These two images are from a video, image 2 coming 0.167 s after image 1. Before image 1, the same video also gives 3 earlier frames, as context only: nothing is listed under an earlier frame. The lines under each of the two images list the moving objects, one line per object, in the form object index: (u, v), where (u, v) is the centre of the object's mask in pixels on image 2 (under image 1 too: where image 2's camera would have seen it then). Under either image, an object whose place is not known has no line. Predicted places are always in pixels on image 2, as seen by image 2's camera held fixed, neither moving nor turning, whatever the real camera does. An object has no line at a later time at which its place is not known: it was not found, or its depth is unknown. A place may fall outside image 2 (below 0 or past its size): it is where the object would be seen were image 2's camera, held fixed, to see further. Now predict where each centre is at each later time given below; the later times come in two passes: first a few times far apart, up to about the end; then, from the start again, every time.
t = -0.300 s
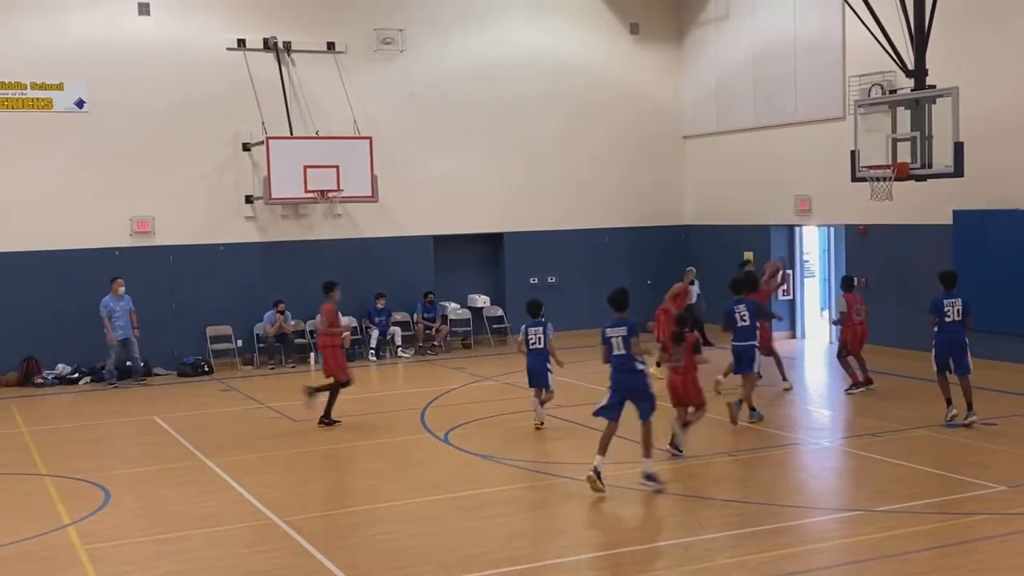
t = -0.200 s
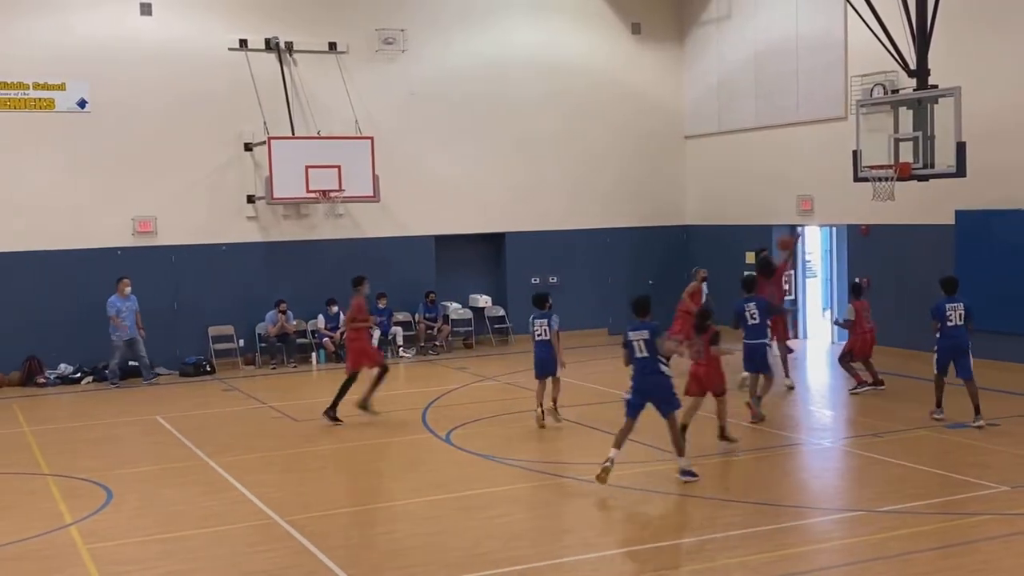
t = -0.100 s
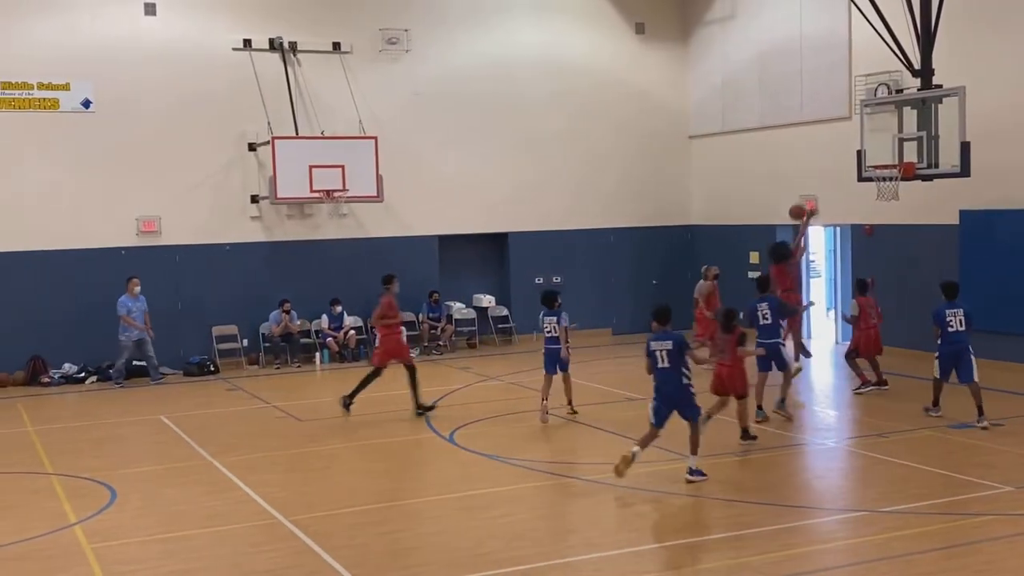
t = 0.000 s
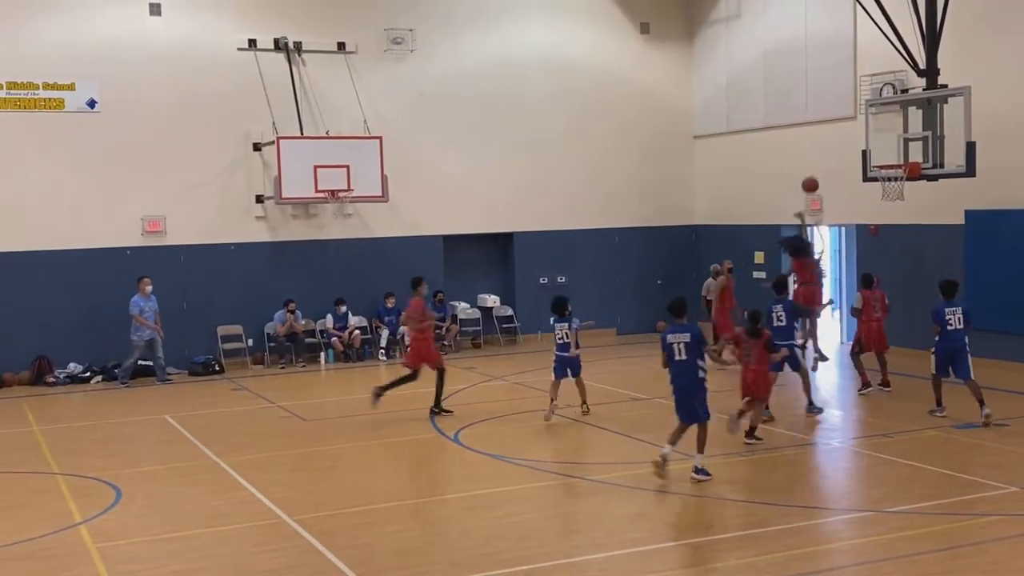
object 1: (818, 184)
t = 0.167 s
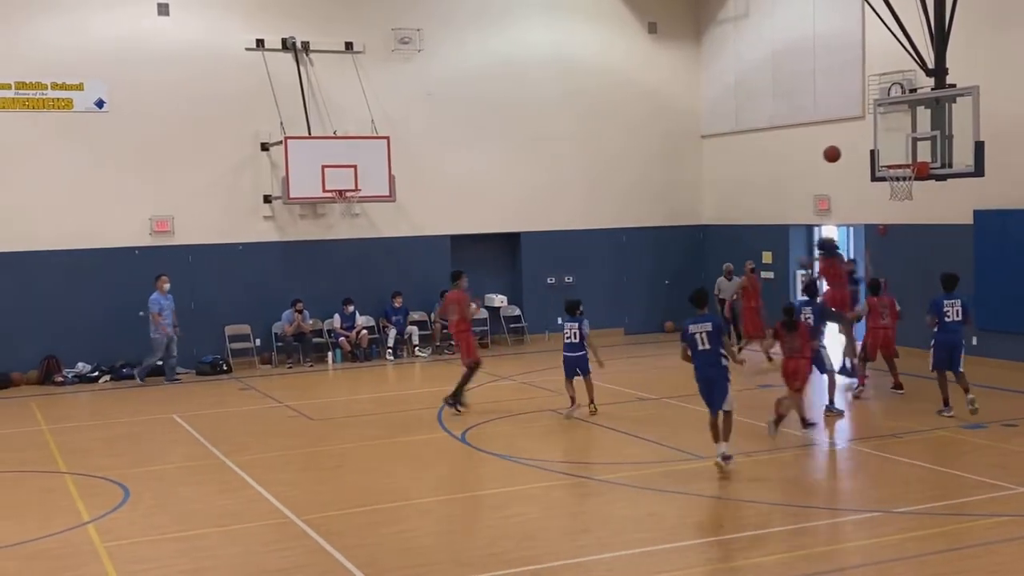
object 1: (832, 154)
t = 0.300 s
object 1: (843, 142)
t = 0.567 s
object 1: (866, 159)
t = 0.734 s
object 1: (883, 196)
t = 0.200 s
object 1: (835, 150)
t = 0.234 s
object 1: (838, 147)
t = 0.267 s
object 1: (841, 144)
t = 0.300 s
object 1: (843, 142)
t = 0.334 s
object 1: (847, 142)
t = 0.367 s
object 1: (849, 142)
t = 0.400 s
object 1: (852, 142)
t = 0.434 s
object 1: (855, 144)
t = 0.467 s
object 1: (856, 147)
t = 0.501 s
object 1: (860, 150)
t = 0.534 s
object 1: (863, 154)
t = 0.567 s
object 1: (866, 159)
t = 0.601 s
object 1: (869, 164)
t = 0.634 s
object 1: (872, 172)
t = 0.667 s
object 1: (875, 179)
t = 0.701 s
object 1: (879, 187)
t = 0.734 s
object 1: (883, 196)
